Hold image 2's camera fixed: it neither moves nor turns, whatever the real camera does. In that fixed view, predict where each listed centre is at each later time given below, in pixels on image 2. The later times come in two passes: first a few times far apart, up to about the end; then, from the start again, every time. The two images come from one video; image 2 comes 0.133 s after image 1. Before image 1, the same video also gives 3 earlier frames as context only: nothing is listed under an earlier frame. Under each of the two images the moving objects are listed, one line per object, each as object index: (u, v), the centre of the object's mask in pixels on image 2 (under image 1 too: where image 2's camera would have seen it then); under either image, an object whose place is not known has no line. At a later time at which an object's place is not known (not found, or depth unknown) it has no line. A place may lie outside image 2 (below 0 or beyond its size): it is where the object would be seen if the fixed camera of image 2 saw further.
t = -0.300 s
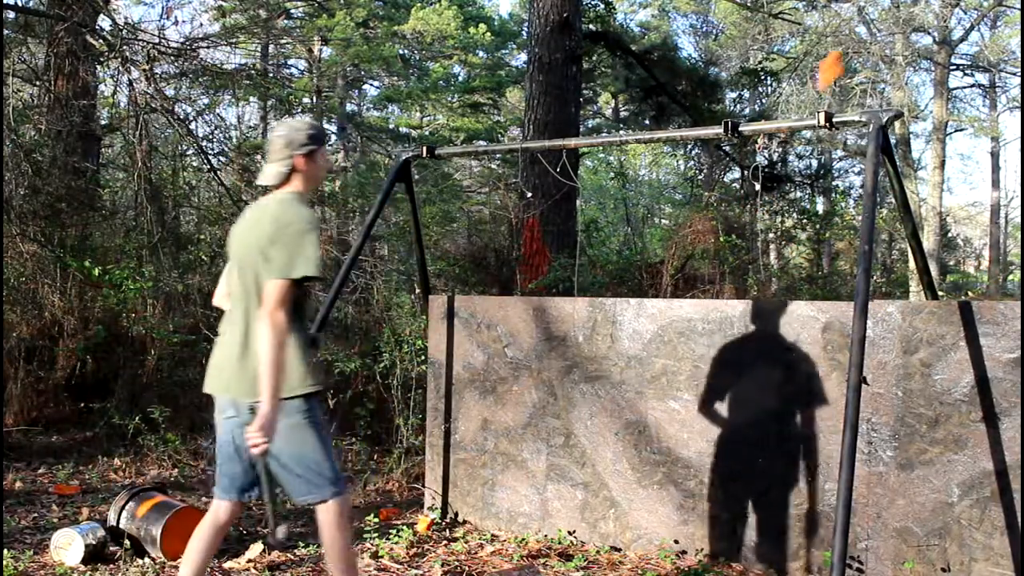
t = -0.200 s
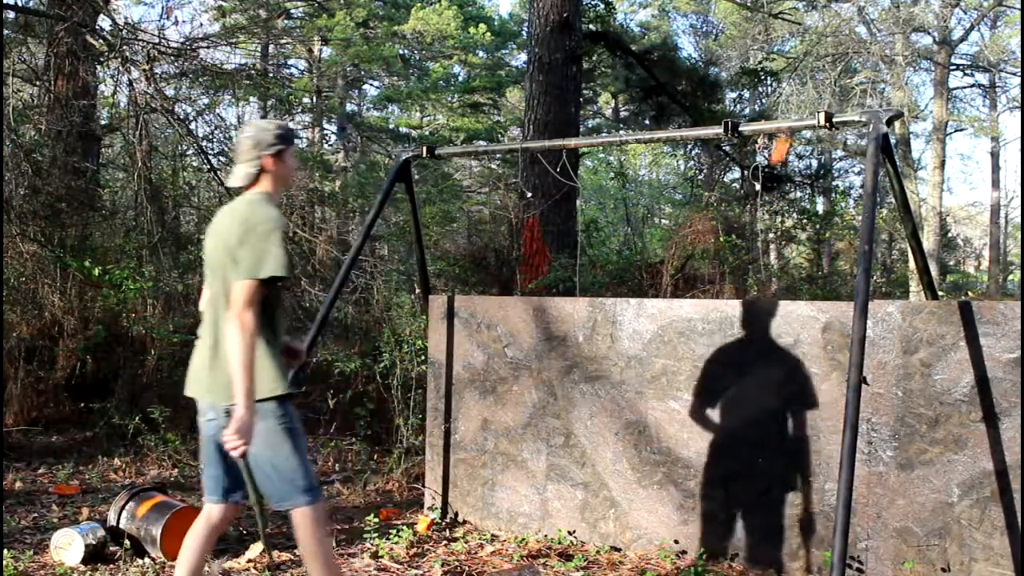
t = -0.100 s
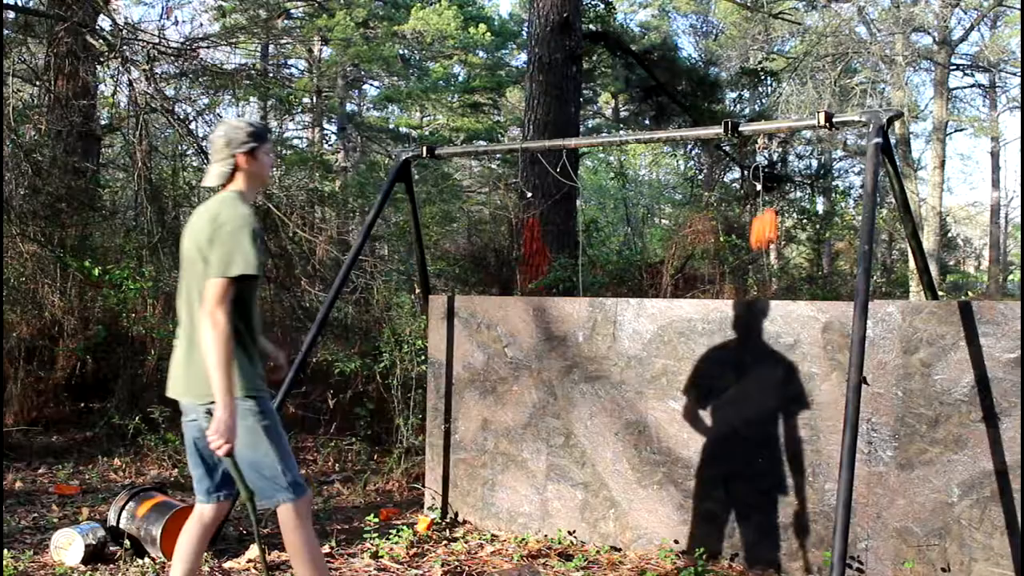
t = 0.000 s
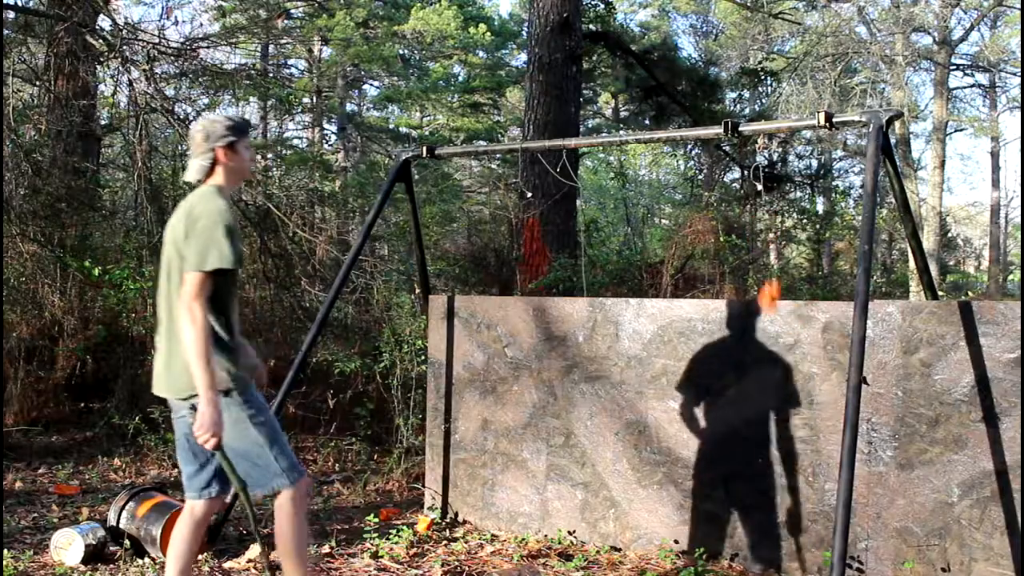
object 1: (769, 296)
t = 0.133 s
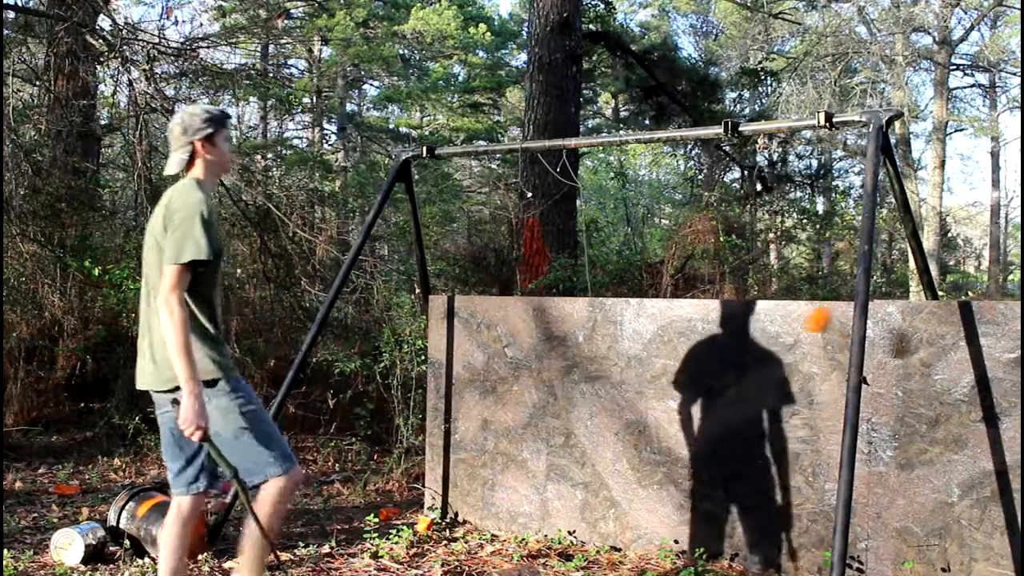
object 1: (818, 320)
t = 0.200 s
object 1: (842, 316)
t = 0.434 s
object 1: (929, 284)
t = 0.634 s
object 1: (949, 307)
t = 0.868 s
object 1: (896, 329)
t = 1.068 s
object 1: (836, 328)
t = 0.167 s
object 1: (831, 316)
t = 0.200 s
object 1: (842, 316)
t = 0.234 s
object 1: (849, 313)
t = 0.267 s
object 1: (877, 303)
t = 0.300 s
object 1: (887, 297)
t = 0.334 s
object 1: (899, 292)
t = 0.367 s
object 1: (912, 288)
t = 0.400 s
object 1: (922, 286)
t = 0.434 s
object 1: (929, 284)
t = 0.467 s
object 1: (937, 283)
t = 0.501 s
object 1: (942, 284)
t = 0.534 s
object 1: (946, 288)
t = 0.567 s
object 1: (949, 293)
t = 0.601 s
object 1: (950, 299)
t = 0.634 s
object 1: (949, 307)
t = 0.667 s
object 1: (947, 314)
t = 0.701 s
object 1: (941, 318)
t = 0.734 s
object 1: (931, 323)
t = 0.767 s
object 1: (925, 327)
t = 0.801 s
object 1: (915, 329)
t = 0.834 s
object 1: (905, 328)
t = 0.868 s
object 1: (896, 329)
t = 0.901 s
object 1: (886, 330)
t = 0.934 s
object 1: (878, 330)
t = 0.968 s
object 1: (875, 332)
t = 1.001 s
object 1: (849, 330)
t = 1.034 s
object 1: (845, 328)
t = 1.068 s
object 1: (836, 328)
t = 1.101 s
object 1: (828, 328)
